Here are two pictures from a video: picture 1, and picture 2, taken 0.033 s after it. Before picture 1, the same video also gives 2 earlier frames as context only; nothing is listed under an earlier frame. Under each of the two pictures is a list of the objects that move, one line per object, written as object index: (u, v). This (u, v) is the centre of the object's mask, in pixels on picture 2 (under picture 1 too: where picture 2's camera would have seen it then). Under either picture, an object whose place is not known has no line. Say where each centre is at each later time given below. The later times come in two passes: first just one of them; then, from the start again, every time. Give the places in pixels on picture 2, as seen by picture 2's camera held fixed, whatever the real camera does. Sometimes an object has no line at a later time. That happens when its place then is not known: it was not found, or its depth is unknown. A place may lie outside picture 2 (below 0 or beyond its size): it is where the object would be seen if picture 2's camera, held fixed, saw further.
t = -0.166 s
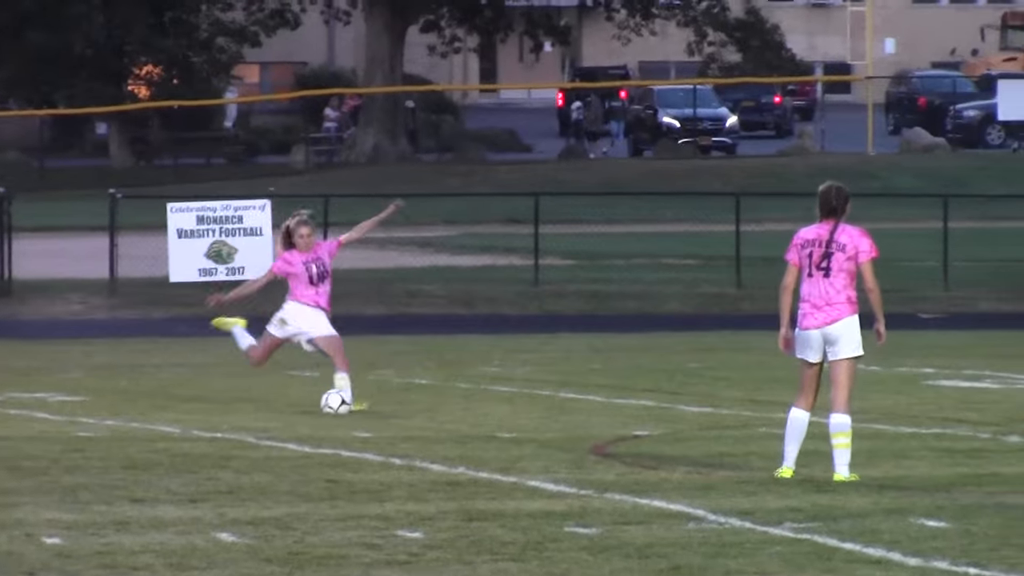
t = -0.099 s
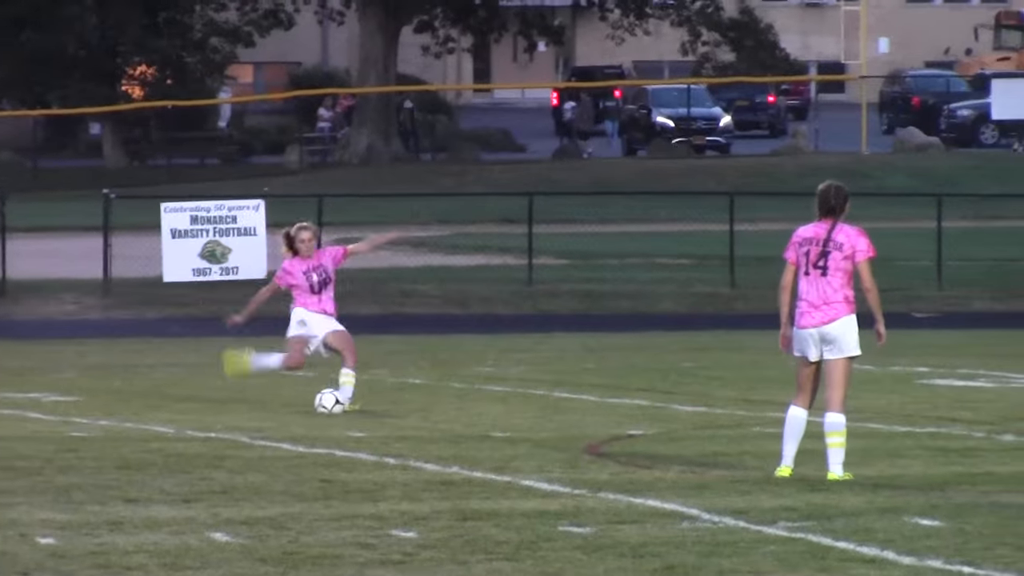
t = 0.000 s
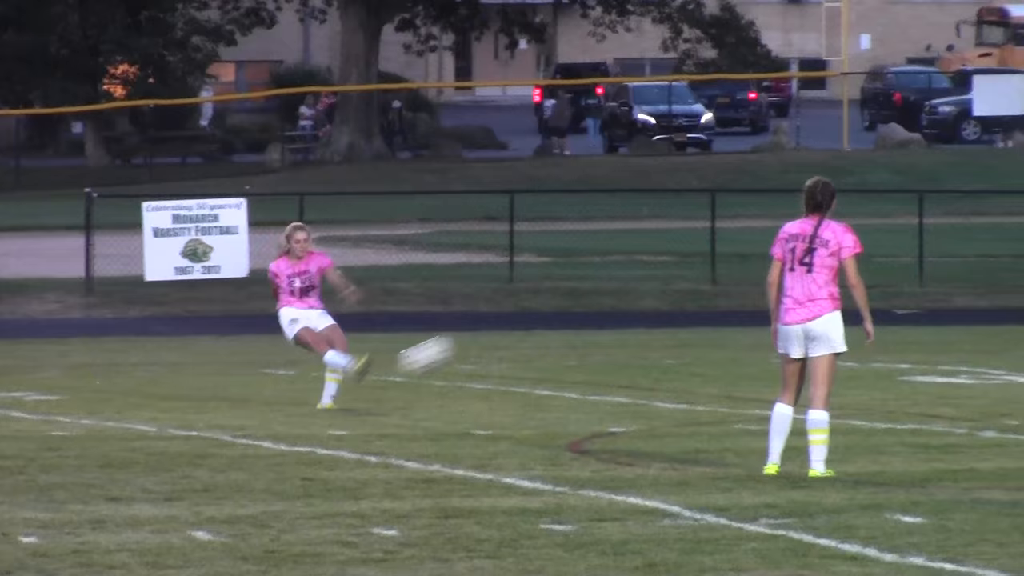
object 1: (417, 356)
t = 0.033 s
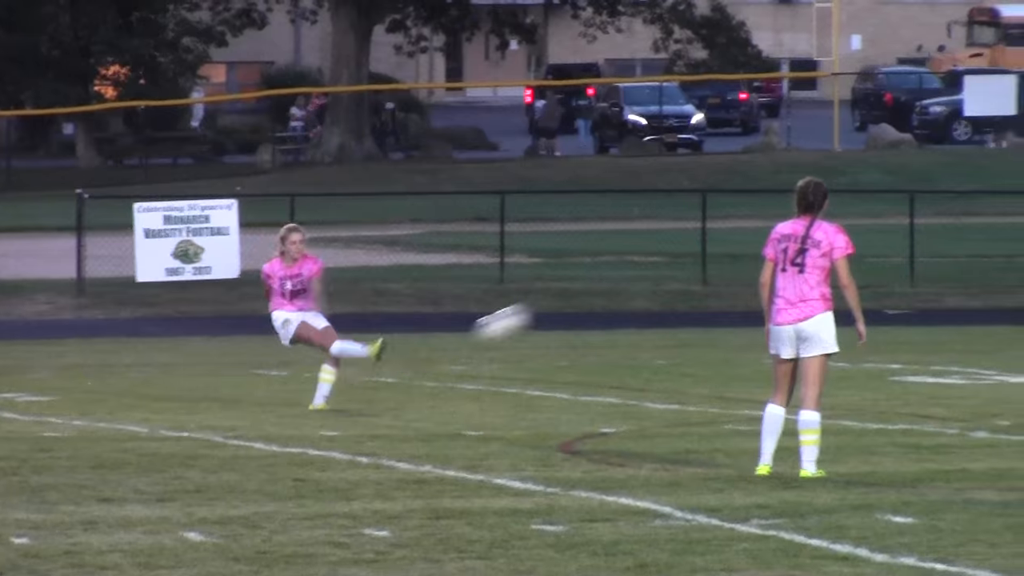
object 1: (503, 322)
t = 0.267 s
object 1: (1096, 135)
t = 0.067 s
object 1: (587, 293)
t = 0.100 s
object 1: (673, 264)
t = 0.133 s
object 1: (754, 236)
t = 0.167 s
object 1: (849, 207)
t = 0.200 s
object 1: (925, 183)
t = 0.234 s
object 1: (1009, 158)
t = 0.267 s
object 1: (1096, 135)
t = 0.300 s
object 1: (1193, 116)
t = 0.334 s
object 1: (1284, 99)
